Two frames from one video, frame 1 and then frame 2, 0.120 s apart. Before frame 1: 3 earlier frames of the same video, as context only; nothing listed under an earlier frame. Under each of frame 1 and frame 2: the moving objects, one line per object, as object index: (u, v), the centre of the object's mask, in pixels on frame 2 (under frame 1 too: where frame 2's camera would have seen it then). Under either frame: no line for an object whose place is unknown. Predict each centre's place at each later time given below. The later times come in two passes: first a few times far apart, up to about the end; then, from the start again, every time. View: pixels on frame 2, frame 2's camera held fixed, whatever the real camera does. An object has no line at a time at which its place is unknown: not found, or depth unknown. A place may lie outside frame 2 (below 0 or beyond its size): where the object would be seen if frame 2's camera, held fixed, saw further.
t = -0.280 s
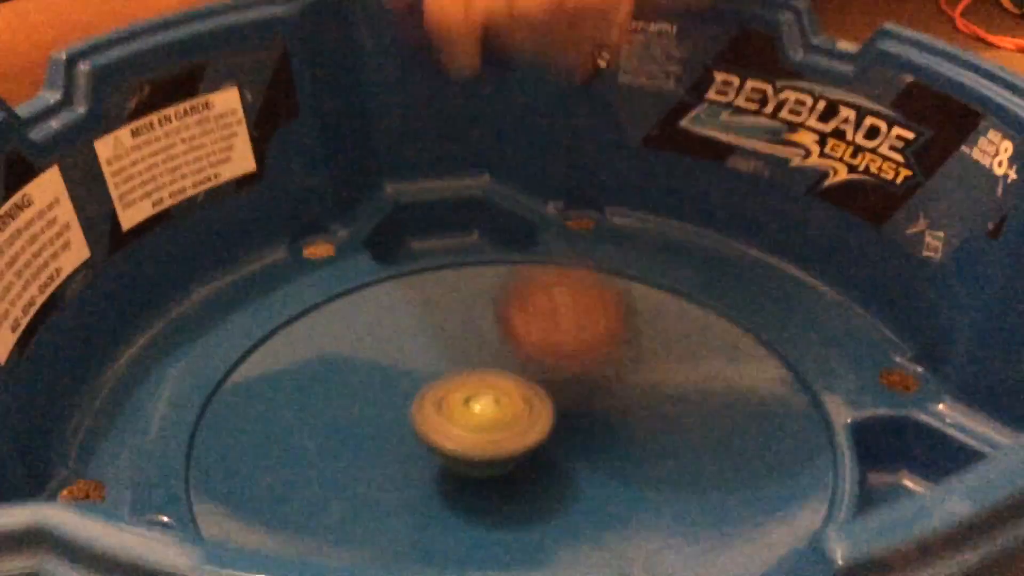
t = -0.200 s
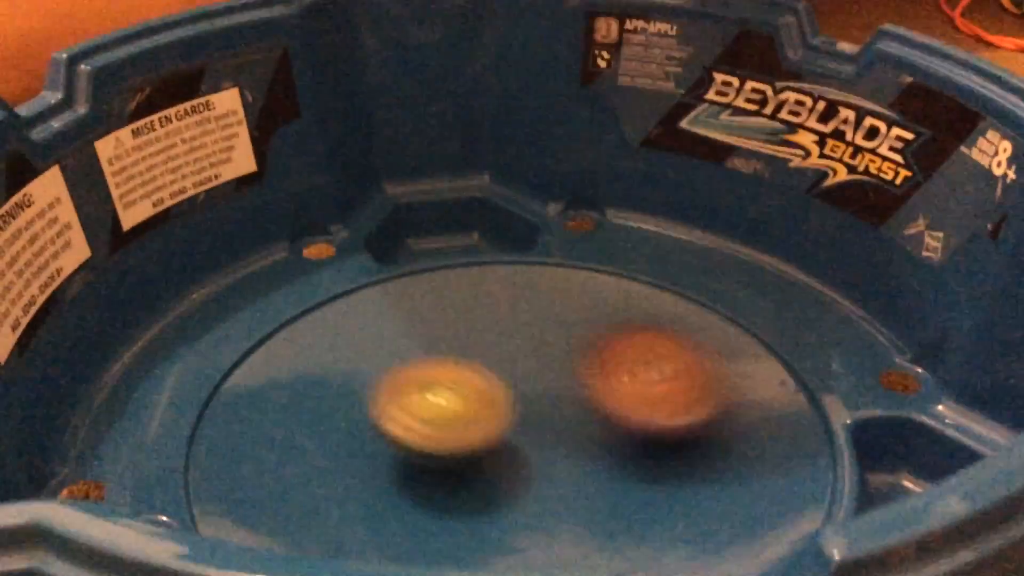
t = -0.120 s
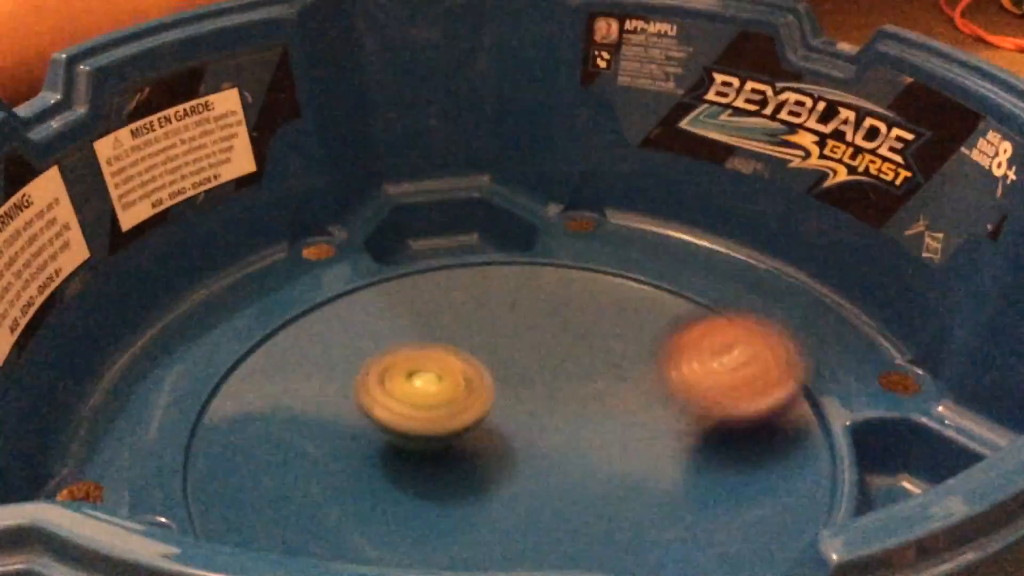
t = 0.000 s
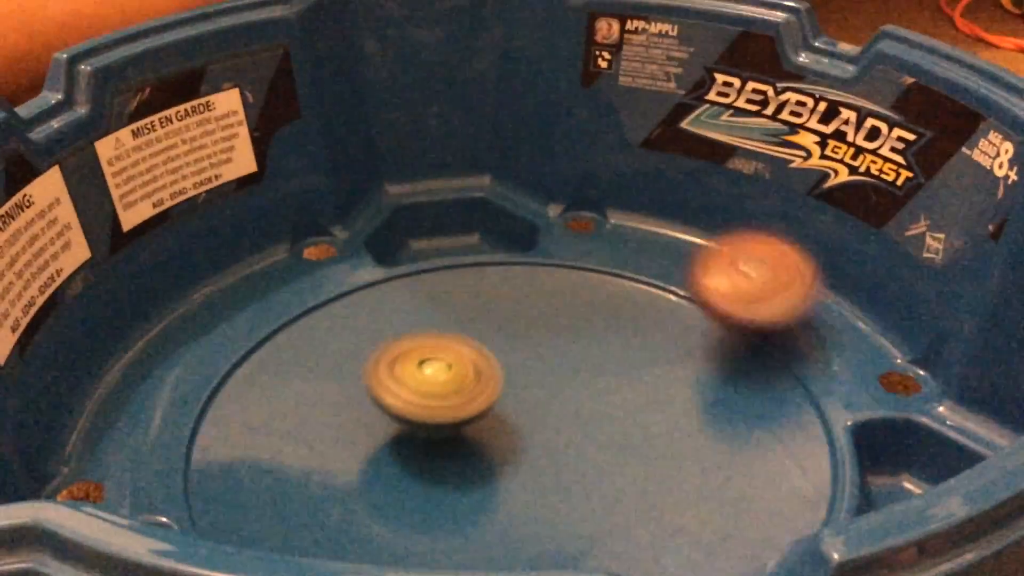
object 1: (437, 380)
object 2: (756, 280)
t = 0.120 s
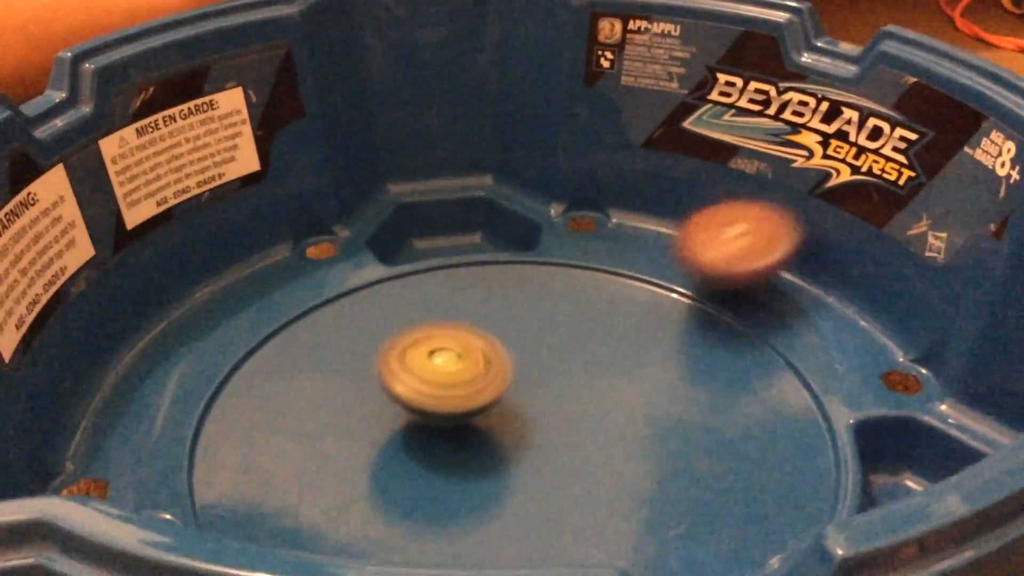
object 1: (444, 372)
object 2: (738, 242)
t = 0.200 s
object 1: (452, 367)
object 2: (706, 264)
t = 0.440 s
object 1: (260, 369)
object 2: (699, 368)
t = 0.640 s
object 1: (237, 435)
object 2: (772, 341)
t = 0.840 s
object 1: (344, 466)
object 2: (622, 393)
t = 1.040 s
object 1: (417, 449)
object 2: (629, 530)
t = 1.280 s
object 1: (500, 404)
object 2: (742, 466)
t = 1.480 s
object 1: (510, 342)
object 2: (563, 456)
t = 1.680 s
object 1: (510, 317)
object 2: (466, 528)
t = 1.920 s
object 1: (513, 323)
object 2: (590, 529)
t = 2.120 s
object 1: (541, 306)
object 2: (475, 448)
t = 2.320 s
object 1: (551, 235)
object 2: (306, 469)
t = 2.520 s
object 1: (521, 257)
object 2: (346, 499)
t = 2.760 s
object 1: (521, 319)
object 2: (424, 389)
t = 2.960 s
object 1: (561, 369)
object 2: (284, 367)
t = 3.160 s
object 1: (569, 430)
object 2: (315, 432)
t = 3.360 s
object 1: (626, 494)
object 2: (421, 373)
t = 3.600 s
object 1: (625, 519)
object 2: (354, 288)
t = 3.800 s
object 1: (579, 518)
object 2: (351, 349)
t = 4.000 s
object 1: (515, 494)
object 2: (525, 375)
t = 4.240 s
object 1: (444, 428)
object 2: (667, 314)
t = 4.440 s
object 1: (419, 373)
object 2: (614, 281)
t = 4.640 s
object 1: (363, 324)
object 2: (611, 368)
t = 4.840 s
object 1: (347, 311)
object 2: (748, 416)
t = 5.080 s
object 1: (396, 329)
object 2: (781, 408)
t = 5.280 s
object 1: (463, 367)
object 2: (623, 448)
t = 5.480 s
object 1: (524, 394)
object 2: (487, 527)
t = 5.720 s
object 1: (568, 438)
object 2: (449, 553)
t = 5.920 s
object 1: (597, 455)
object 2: (413, 516)
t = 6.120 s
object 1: (603, 453)
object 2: (320, 442)
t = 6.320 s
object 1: (579, 443)
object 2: (296, 366)
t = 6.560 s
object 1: (538, 416)
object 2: (344, 304)
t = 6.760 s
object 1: (510, 387)
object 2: (425, 288)
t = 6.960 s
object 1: (503, 458)
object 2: (518, 275)
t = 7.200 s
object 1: (520, 495)
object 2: (615, 304)
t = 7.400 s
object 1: (522, 497)
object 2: (666, 360)
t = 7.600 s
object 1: (512, 478)
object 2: (660, 431)
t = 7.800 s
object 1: (473, 444)
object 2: (642, 480)
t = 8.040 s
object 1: (486, 390)
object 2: (528, 502)
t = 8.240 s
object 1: (521, 363)
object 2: (433, 474)
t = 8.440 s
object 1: (560, 355)
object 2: (386, 421)
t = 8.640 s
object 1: (584, 368)
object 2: (392, 366)
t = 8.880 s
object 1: (576, 403)
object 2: (447, 326)
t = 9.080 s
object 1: (531, 428)
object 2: (515, 327)
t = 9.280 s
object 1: (473, 430)
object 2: (577, 354)
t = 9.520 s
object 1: (432, 403)
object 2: (614, 409)
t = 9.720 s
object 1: (438, 378)
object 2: (593, 454)
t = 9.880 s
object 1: (463, 366)
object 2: (543, 477)
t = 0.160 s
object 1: (448, 370)
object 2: (719, 253)
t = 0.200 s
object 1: (452, 367)
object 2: (706, 264)
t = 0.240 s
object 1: (457, 365)
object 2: (679, 284)
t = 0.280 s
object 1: (462, 364)
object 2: (641, 297)
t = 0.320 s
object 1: (467, 363)
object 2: (606, 316)
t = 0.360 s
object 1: (420, 364)
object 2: (616, 333)
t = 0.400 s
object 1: (334, 368)
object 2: (659, 352)
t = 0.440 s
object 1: (260, 369)
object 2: (699, 368)
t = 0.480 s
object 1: (206, 367)
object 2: (740, 374)
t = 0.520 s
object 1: (194, 372)
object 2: (777, 372)
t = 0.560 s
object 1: (197, 394)
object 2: (801, 362)
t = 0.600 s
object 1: (214, 418)
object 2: (795, 350)
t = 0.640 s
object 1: (237, 435)
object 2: (772, 341)
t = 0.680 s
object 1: (263, 448)
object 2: (742, 331)
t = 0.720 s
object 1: (284, 457)
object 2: (712, 333)
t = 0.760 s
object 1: (309, 463)
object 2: (678, 345)
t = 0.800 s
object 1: (328, 466)
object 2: (648, 365)
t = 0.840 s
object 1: (344, 466)
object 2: (622, 393)
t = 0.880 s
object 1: (358, 465)
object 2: (600, 425)
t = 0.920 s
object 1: (371, 463)
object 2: (589, 456)
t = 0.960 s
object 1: (387, 459)
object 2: (590, 490)
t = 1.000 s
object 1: (402, 454)
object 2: (605, 515)
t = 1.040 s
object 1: (417, 449)
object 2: (629, 530)
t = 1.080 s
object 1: (433, 442)
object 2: (662, 541)
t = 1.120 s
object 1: (447, 435)
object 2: (701, 541)
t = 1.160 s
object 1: (462, 428)
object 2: (724, 534)
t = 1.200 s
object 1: (475, 420)
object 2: (748, 517)
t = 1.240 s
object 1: (488, 412)
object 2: (758, 494)
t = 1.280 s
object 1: (500, 404)
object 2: (742, 466)
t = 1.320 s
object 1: (513, 394)
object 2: (712, 449)
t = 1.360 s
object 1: (523, 386)
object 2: (660, 434)
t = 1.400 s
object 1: (519, 370)
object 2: (633, 434)
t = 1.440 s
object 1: (512, 353)
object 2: (600, 443)
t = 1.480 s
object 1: (510, 342)
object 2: (563, 456)
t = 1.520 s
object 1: (511, 333)
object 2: (530, 473)
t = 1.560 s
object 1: (511, 328)
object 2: (504, 489)
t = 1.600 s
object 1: (511, 324)
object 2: (483, 507)
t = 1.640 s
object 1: (510, 320)
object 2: (470, 518)
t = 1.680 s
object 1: (510, 317)
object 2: (466, 528)
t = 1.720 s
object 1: (510, 316)
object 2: (468, 537)
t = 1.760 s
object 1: (510, 315)
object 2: (479, 544)
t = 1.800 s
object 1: (510, 316)
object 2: (504, 549)
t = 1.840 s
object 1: (510, 317)
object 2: (546, 548)
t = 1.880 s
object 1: (512, 320)
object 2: (577, 541)
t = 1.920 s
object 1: (513, 323)
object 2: (590, 529)
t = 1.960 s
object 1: (515, 327)
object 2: (587, 512)
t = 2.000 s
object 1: (517, 331)
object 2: (569, 480)
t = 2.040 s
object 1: (520, 337)
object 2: (544, 454)
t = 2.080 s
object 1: (525, 336)
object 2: (514, 441)
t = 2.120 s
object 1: (541, 306)
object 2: (475, 448)
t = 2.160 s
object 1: (554, 274)
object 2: (438, 451)
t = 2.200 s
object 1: (564, 254)
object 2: (399, 454)
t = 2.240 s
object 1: (564, 242)
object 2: (362, 456)
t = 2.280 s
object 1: (558, 237)
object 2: (330, 461)
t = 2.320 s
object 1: (551, 235)
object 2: (306, 469)
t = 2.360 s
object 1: (544, 235)
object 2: (290, 479)
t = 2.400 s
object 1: (537, 238)
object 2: (287, 489)
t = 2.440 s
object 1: (529, 243)
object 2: (297, 496)
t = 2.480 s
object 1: (524, 249)
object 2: (318, 500)
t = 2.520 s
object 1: (521, 257)
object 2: (346, 499)
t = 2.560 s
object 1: (520, 265)
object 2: (374, 492)
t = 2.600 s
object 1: (519, 275)
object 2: (398, 476)
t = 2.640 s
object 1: (518, 285)
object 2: (415, 455)
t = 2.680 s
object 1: (519, 296)
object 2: (427, 432)
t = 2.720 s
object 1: (519, 308)
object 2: (428, 410)
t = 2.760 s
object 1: (521, 319)
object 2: (424, 389)
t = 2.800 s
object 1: (538, 325)
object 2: (395, 376)
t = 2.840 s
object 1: (550, 335)
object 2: (367, 369)
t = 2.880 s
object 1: (554, 346)
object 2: (337, 364)
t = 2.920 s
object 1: (558, 358)
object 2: (310, 364)
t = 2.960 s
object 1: (561, 369)
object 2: (284, 367)
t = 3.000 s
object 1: (564, 381)
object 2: (267, 377)
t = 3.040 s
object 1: (566, 393)
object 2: (257, 390)
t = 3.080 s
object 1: (568, 405)
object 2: (262, 405)
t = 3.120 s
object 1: (568, 417)
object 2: (283, 420)
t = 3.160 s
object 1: (569, 430)
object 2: (315, 432)
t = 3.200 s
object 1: (568, 439)
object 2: (354, 434)
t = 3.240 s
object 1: (567, 452)
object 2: (392, 433)
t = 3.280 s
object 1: (577, 464)
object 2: (421, 421)
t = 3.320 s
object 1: (609, 481)
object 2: (421, 395)
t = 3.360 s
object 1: (626, 494)
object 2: (421, 373)
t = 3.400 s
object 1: (633, 502)
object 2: (417, 354)
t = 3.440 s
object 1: (636, 509)
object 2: (409, 334)
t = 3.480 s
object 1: (636, 513)
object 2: (401, 319)
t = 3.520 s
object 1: (635, 515)
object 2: (388, 303)
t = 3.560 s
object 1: (631, 517)
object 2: (371, 292)
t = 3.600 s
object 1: (625, 519)
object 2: (354, 288)
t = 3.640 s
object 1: (618, 520)
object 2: (339, 289)
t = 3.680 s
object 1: (610, 521)
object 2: (326, 297)
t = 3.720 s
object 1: (600, 521)
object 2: (321, 313)
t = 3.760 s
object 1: (590, 520)
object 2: (329, 331)
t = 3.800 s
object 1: (579, 518)
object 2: (351, 349)
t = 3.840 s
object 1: (566, 514)
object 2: (383, 363)
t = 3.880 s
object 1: (553, 509)
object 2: (416, 374)
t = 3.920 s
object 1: (541, 502)
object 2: (452, 378)
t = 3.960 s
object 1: (528, 495)
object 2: (489, 378)
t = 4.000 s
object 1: (515, 494)
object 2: (525, 375)
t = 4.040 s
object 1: (500, 484)
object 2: (556, 371)
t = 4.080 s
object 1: (487, 473)
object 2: (587, 363)
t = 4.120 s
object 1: (475, 462)
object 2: (613, 353)
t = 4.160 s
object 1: (463, 450)
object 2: (635, 342)
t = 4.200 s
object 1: (453, 439)
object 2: (654, 327)
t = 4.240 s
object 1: (444, 428)
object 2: (667, 314)
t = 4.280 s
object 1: (437, 417)
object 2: (673, 300)
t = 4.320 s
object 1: (430, 405)
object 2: (669, 289)
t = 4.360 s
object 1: (425, 394)
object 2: (657, 281)
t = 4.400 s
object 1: (422, 383)
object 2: (639, 277)
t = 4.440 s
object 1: (419, 373)
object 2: (614, 281)
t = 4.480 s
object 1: (418, 363)
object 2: (591, 291)
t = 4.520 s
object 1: (419, 353)
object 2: (570, 306)
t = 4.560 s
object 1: (419, 345)
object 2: (555, 325)
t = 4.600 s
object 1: (395, 336)
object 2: (575, 348)
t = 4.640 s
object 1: (363, 324)
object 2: (611, 368)
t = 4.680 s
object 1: (347, 316)
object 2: (640, 384)
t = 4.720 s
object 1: (343, 313)
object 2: (667, 393)
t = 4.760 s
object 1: (343, 312)
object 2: (695, 404)
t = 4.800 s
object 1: (343, 311)
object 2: (722, 409)
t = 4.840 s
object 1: (347, 311)
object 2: (748, 416)
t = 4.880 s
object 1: (351, 311)
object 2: (770, 420)
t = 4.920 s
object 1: (358, 314)
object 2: (793, 421)
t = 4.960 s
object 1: (366, 315)
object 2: (805, 418)
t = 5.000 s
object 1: (375, 319)
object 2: (808, 415)
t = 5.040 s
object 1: (384, 323)
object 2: (800, 411)
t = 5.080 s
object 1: (396, 329)
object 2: (781, 408)
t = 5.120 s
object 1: (408, 335)
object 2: (754, 412)
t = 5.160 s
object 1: (421, 342)
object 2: (723, 416)
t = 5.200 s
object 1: (435, 350)
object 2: (691, 428)
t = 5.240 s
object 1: (449, 358)
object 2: (658, 436)
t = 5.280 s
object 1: (463, 367)
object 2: (623, 448)
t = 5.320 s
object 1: (477, 375)
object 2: (589, 459)
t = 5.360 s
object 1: (490, 382)
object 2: (556, 474)
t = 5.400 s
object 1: (501, 381)
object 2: (528, 501)
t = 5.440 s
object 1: (513, 386)
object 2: (506, 514)
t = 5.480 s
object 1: (524, 394)
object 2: (487, 527)
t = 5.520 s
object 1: (533, 401)
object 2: (471, 534)
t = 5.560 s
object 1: (542, 409)
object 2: (458, 541)
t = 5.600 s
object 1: (550, 416)
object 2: (449, 547)
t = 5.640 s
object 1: (558, 424)
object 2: (442, 550)
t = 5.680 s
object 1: (563, 431)
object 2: (441, 553)
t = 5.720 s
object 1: (568, 438)
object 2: (449, 553)
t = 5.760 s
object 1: (571, 444)
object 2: (458, 550)
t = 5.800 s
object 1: (573, 453)
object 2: (463, 543)
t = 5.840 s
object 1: (573, 458)
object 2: (461, 534)
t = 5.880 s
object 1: (578, 460)
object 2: (448, 526)
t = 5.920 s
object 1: (597, 455)
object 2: (413, 516)
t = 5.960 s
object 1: (604, 454)
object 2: (388, 505)
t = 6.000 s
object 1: (605, 453)
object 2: (365, 488)
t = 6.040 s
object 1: (606, 453)
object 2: (348, 474)
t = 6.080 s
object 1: (605, 453)
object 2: (333, 458)
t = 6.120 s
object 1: (603, 453)
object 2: (320, 442)
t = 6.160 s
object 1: (600, 452)
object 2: (310, 426)
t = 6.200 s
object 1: (595, 450)
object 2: (300, 410)
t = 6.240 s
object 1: (591, 448)
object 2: (296, 395)
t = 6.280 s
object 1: (584, 445)
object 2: (295, 380)
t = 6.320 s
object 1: (579, 443)
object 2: (296, 366)
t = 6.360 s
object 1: (572, 439)
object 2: (299, 354)
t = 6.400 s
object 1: (566, 436)
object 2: (305, 342)
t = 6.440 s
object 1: (558, 431)
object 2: (312, 330)
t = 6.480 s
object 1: (551, 426)
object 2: (322, 319)
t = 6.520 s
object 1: (545, 422)
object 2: (332, 311)
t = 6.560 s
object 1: (538, 416)
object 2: (344, 304)
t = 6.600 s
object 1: (531, 410)
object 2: (358, 298)
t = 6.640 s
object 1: (526, 405)
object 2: (373, 293)
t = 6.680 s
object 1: (520, 399)
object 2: (390, 291)
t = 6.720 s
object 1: (515, 393)
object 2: (407, 289)
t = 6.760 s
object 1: (510, 387)
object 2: (425, 288)
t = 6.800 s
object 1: (507, 381)
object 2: (445, 289)
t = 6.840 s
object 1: (502, 380)
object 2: (464, 286)
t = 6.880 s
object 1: (502, 411)
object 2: (482, 280)
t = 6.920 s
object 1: (503, 437)
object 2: (501, 276)
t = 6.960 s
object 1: (503, 458)
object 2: (518, 275)
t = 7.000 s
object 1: (505, 471)
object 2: (535, 275)
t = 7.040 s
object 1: (508, 478)
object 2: (552, 278)
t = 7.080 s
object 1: (513, 484)
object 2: (569, 282)
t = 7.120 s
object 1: (517, 488)
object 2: (585, 288)
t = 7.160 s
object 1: (518, 492)
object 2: (601, 295)
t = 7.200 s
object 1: (520, 495)
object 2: (615, 304)
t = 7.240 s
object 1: (521, 497)
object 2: (629, 313)
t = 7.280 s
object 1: (521, 498)
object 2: (641, 324)
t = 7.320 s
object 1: (522, 498)
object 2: (652, 336)
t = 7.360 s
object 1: (523, 497)
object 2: (660, 348)
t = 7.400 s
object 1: (522, 497)
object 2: (666, 360)
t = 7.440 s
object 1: (521, 494)
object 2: (670, 375)
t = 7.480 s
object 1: (519, 491)
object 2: (671, 390)
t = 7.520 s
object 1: (517, 487)
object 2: (668, 403)
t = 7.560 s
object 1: (516, 483)
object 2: (664, 418)
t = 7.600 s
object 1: (512, 478)
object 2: (660, 431)
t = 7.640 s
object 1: (491, 472)
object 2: (667, 439)
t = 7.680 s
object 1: (483, 466)
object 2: (668, 450)
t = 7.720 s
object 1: (478, 459)
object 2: (662, 461)
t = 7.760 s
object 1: (475, 452)
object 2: (653, 471)
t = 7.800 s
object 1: (473, 444)
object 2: (642, 480)
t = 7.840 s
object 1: (471, 434)
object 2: (626, 489)
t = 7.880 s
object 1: (472, 426)
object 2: (609, 494)
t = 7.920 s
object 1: (473, 417)
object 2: (591, 498)
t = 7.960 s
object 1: (476, 408)
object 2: (570, 501)
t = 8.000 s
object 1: (481, 398)
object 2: (550, 503)
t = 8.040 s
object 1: (486, 390)
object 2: (528, 502)
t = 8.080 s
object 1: (491, 384)
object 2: (507, 498)
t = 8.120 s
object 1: (497, 378)
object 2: (487, 494)
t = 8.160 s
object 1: (504, 373)
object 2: (467, 489)
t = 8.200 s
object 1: (513, 367)
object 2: (449, 483)
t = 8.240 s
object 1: (521, 363)
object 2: (433, 474)
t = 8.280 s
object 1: (529, 360)
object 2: (418, 465)
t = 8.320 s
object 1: (537, 357)
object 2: (406, 455)
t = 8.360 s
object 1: (545, 356)
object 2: (398, 445)
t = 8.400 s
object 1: (552, 355)
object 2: (391, 432)
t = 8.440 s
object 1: (560, 355)
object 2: (386, 421)
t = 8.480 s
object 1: (566, 357)
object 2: (383, 409)
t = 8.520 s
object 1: (572, 359)
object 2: (383, 398)
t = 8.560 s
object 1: (577, 361)
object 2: (384, 387)
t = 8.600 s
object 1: (581, 364)
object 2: (387, 376)
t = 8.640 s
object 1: (584, 368)
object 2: (392, 366)
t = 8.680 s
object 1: (586, 372)
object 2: (398, 357)
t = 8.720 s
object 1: (586, 379)
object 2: (405, 347)
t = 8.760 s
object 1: (586, 385)
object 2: (414, 342)
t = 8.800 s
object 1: (585, 391)
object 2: (424, 335)
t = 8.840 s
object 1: (581, 397)
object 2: (435, 330)
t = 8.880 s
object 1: (576, 403)
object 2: (447, 326)
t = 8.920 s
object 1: (569, 409)
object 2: (458, 324)
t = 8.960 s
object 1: (561, 415)
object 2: (472, 323)
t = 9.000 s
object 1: (551, 420)
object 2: (486, 323)
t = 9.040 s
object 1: (541, 424)
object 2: (501, 325)
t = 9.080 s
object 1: (531, 428)
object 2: (515, 327)
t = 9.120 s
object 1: (519, 431)
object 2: (528, 329)
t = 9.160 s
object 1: (507, 432)
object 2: (541, 335)
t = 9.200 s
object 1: (495, 432)
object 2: (553, 340)
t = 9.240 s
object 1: (483, 431)
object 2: (565, 347)
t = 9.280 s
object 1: (473, 430)
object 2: (577, 354)
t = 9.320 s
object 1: (463, 426)
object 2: (587, 362)
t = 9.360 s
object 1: (453, 423)
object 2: (596, 370)
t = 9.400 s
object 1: (445, 418)
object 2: (603, 380)
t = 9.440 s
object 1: (439, 414)
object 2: (608, 389)
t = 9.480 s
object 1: (435, 408)
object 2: (612, 400)
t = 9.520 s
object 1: (432, 403)
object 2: (614, 409)
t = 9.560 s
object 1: (431, 398)
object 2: (614, 417)
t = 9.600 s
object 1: (430, 393)
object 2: (611, 428)
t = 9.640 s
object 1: (432, 387)
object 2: (607, 436)
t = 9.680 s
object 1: (434, 382)
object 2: (601, 446)
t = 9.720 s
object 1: (438, 378)
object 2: (593, 454)
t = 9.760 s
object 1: (443, 374)
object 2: (583, 462)
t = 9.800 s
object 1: (449, 371)
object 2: (572, 468)
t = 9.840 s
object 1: (455, 368)
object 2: (559, 473)
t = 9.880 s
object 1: (463, 366)
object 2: (543, 477)
